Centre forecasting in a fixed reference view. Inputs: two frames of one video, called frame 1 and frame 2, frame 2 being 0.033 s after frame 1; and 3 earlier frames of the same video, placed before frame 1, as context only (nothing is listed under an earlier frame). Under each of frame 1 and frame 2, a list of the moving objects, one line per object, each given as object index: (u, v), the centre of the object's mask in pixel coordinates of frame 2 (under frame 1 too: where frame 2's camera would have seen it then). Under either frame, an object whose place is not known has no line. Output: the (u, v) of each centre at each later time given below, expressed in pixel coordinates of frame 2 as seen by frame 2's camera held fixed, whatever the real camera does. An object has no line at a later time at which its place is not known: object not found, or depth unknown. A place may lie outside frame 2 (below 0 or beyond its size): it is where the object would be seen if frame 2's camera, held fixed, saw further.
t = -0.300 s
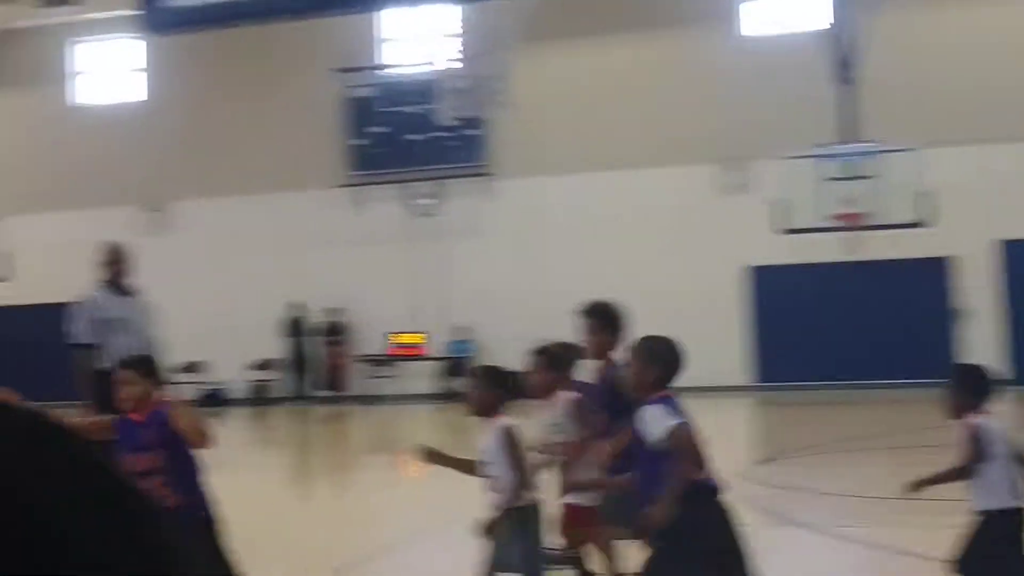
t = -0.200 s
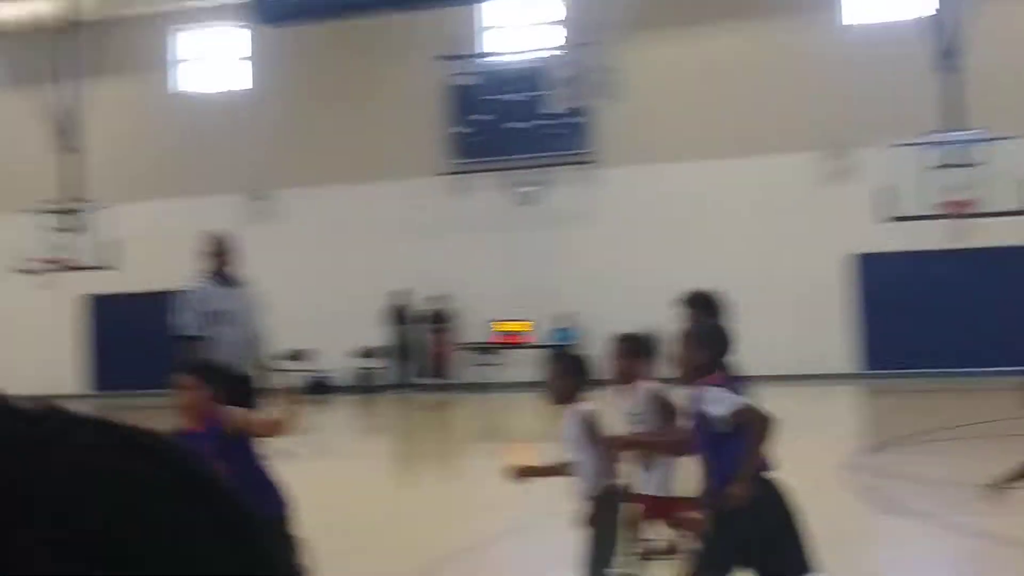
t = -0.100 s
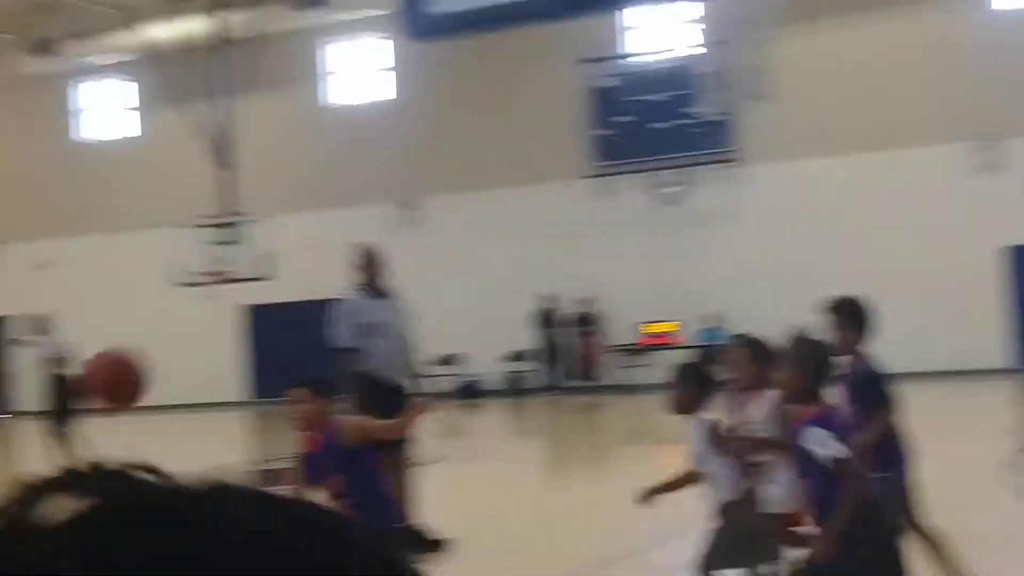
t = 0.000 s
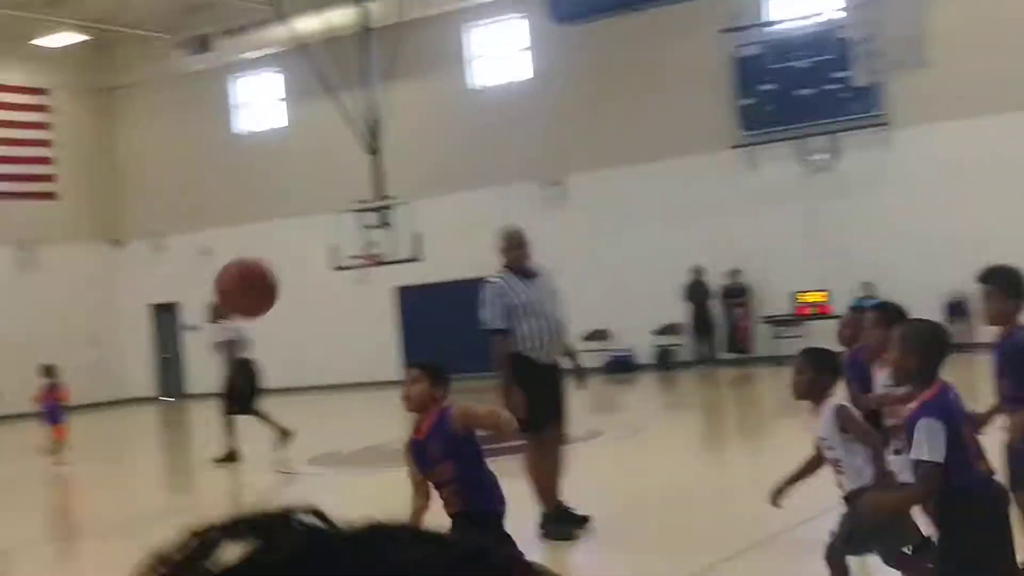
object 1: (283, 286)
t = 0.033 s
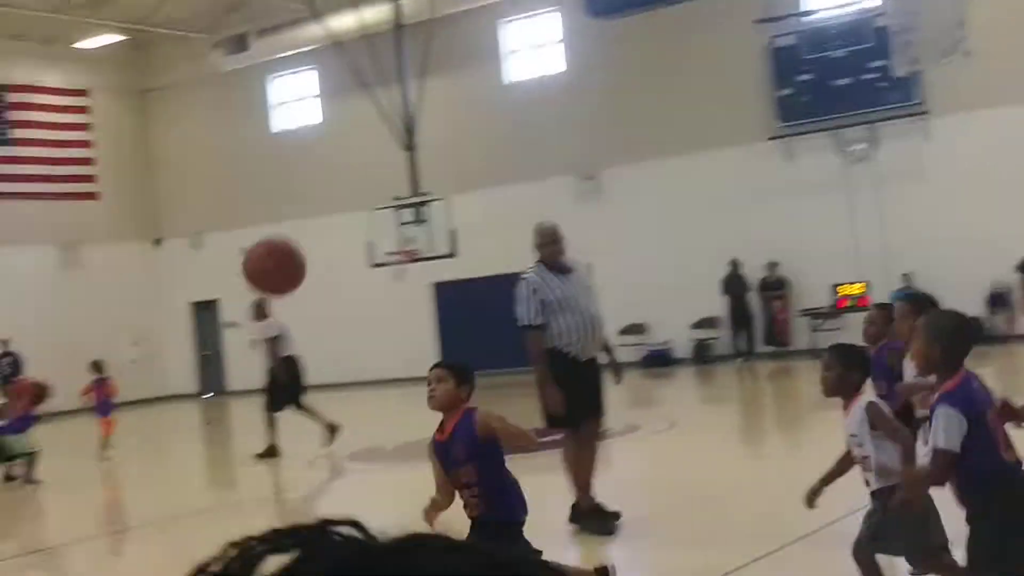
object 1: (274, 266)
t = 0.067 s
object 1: (265, 250)
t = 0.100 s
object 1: (258, 237)
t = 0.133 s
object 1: (250, 228)
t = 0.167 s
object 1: (242, 223)
